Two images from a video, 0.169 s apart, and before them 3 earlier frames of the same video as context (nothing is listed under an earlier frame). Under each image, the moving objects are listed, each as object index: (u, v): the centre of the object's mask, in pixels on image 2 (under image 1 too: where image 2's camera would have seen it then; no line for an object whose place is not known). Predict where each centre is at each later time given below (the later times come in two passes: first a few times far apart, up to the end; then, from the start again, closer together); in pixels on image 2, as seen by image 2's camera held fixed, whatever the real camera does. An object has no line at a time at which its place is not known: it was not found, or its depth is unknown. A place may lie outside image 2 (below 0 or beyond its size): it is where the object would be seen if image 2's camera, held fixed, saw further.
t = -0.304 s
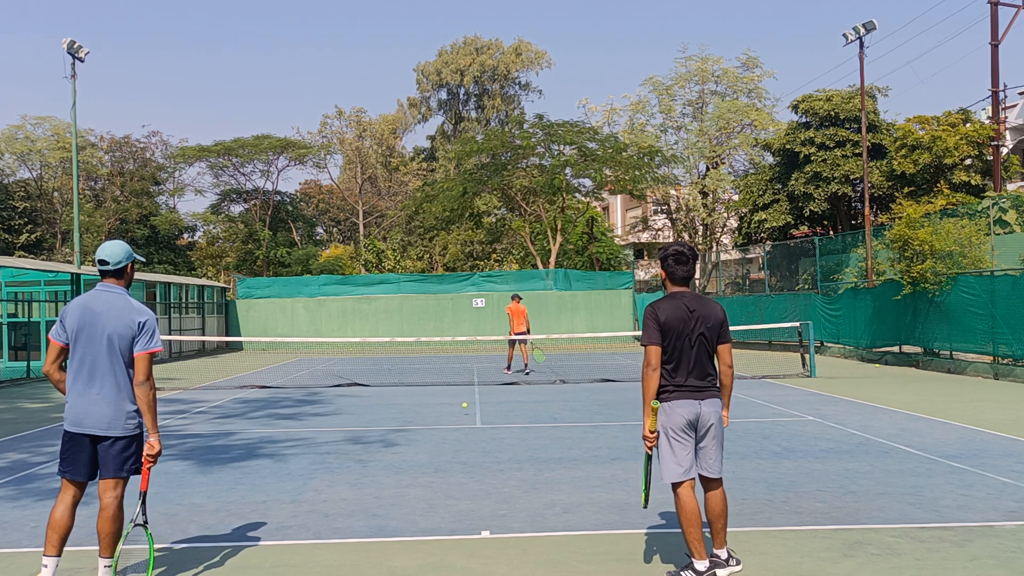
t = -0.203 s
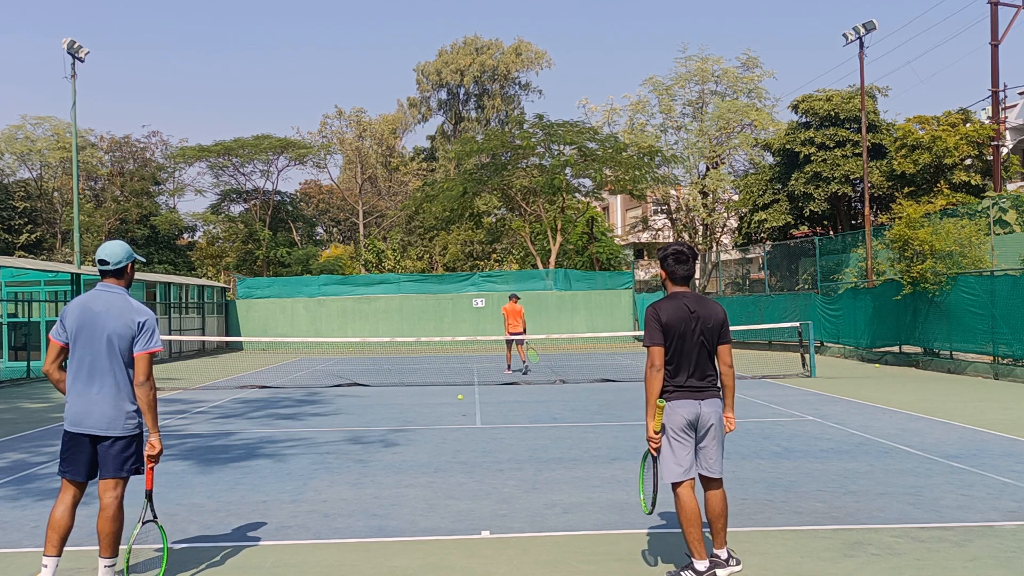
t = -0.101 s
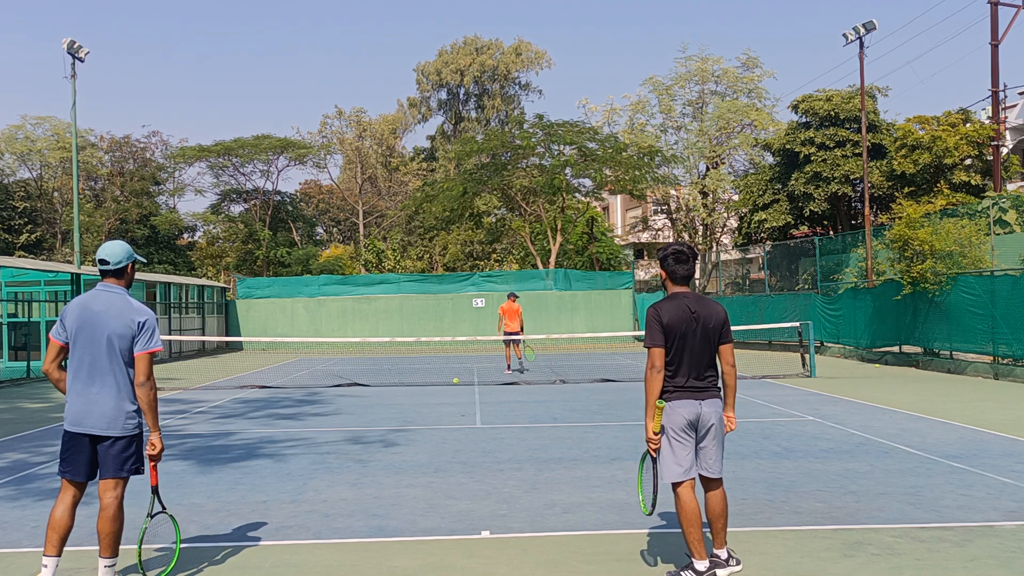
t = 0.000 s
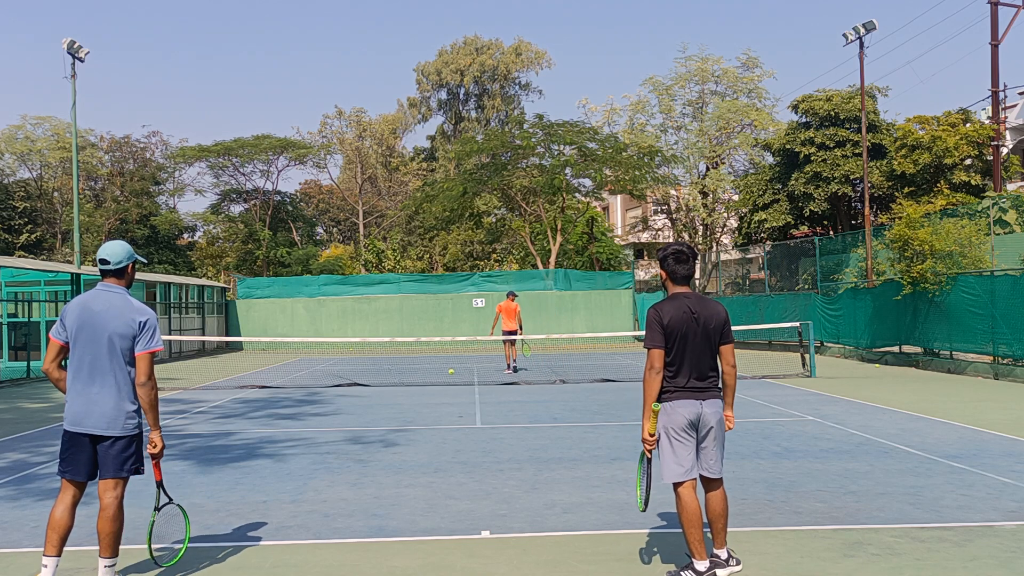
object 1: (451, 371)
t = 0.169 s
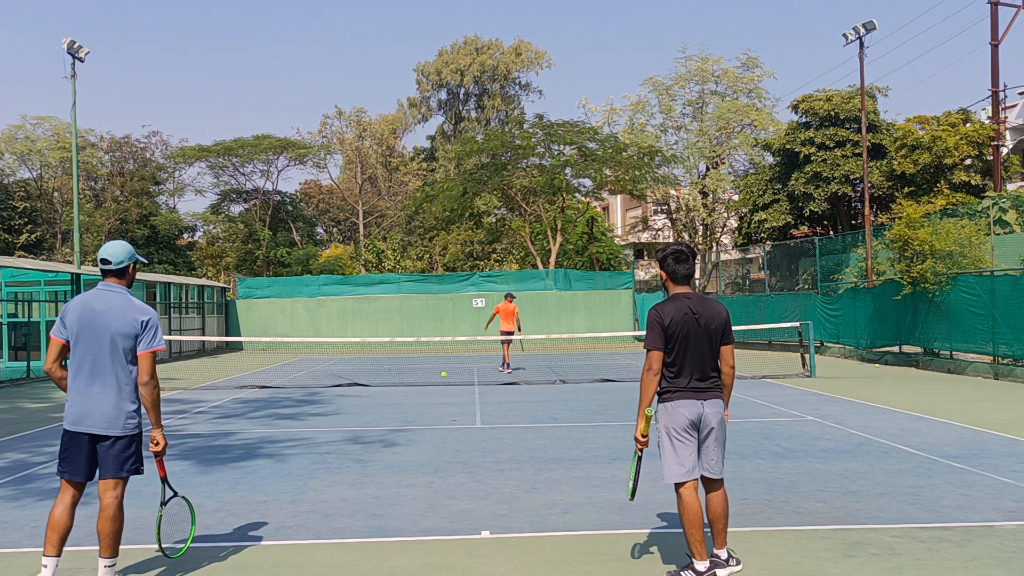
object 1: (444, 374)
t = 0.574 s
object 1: (426, 407)
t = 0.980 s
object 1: (407, 439)
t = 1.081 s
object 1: (401, 434)
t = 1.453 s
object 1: (380, 454)
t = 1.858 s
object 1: (356, 469)
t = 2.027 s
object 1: (345, 469)
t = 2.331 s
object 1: (325, 492)
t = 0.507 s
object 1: (429, 417)
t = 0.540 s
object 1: (428, 412)
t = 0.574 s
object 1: (426, 407)
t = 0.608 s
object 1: (424, 404)
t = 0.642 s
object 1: (423, 402)
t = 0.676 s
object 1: (421, 401)
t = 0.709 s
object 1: (420, 401)
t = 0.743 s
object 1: (418, 401)
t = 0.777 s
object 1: (416, 403)
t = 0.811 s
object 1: (415, 406)
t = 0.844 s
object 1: (413, 410)
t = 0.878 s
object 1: (412, 416)
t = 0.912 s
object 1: (410, 422)
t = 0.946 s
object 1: (409, 430)
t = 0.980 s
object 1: (407, 439)
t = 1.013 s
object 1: (405, 446)
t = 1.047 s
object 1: (404, 440)
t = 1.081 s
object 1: (401, 434)
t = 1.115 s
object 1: (400, 430)
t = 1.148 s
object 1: (398, 427)
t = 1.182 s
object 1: (396, 425)
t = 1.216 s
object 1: (394, 425)
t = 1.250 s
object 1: (392, 425)
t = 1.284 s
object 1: (390, 426)
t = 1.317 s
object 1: (388, 429)
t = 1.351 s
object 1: (386, 433)
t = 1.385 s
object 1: (384, 439)
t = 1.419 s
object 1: (383, 445)
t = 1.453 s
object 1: (380, 454)
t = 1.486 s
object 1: (378, 463)
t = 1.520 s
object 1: (377, 460)
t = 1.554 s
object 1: (375, 455)
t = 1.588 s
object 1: (372, 451)
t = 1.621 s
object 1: (371, 449)
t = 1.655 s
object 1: (369, 448)
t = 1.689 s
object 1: (367, 448)
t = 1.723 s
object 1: (364, 449)
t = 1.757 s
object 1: (362, 452)
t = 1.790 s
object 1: (360, 456)
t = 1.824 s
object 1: (358, 462)
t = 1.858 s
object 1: (356, 469)
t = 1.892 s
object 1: (354, 478)
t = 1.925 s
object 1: (352, 479)
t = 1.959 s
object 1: (349, 474)
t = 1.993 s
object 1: (347, 471)
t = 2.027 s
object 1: (345, 469)
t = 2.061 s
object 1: (343, 469)
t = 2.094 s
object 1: (341, 470)
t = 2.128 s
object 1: (338, 472)
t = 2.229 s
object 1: (332, 489)
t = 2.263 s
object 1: (330, 498)
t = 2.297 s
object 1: (327, 496)
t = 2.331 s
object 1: (325, 492)
